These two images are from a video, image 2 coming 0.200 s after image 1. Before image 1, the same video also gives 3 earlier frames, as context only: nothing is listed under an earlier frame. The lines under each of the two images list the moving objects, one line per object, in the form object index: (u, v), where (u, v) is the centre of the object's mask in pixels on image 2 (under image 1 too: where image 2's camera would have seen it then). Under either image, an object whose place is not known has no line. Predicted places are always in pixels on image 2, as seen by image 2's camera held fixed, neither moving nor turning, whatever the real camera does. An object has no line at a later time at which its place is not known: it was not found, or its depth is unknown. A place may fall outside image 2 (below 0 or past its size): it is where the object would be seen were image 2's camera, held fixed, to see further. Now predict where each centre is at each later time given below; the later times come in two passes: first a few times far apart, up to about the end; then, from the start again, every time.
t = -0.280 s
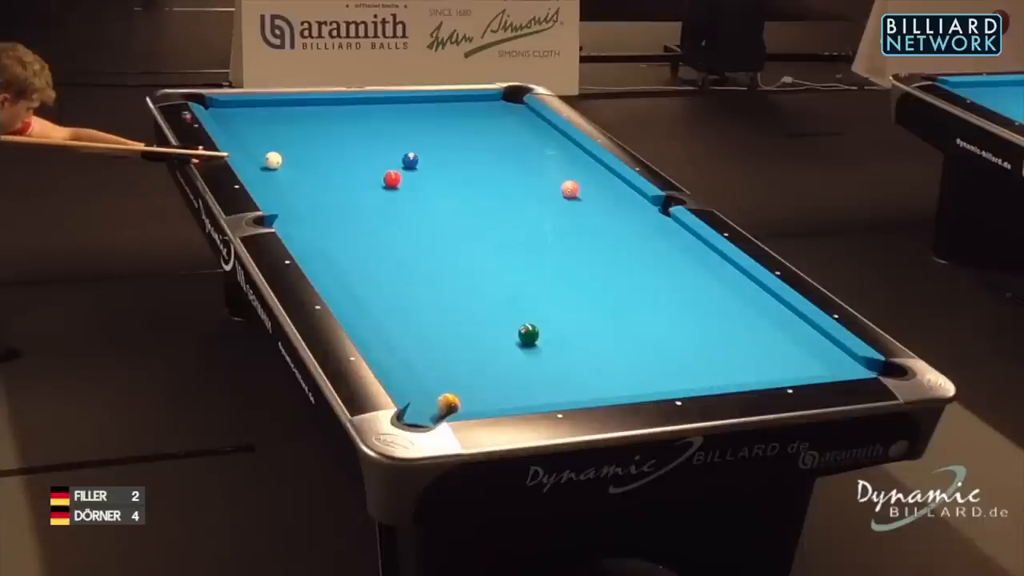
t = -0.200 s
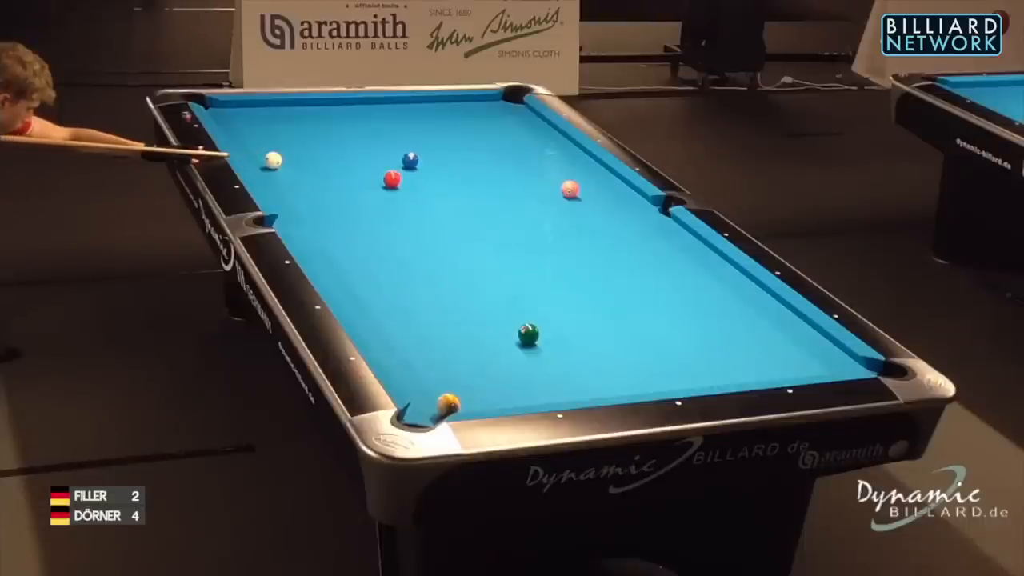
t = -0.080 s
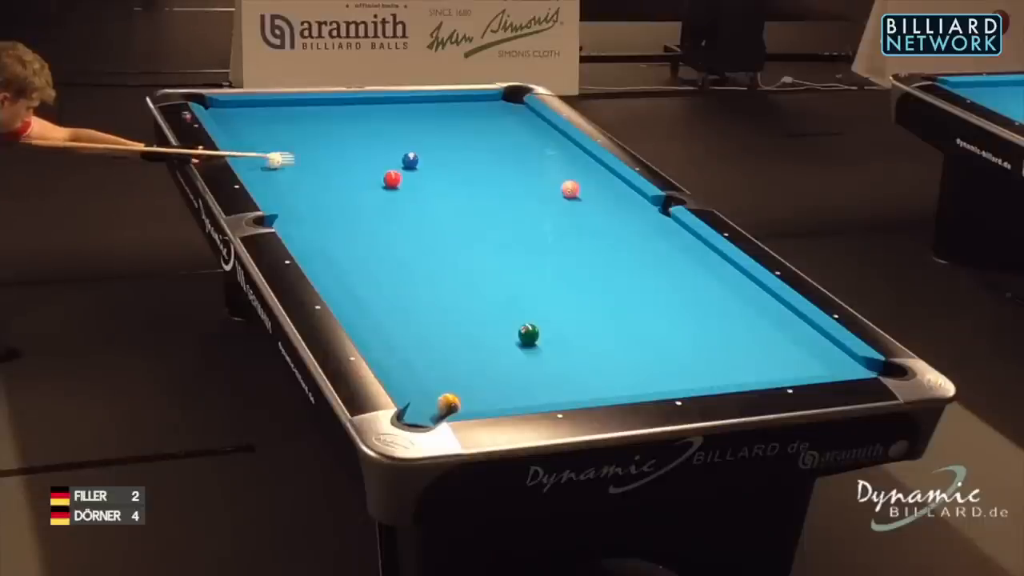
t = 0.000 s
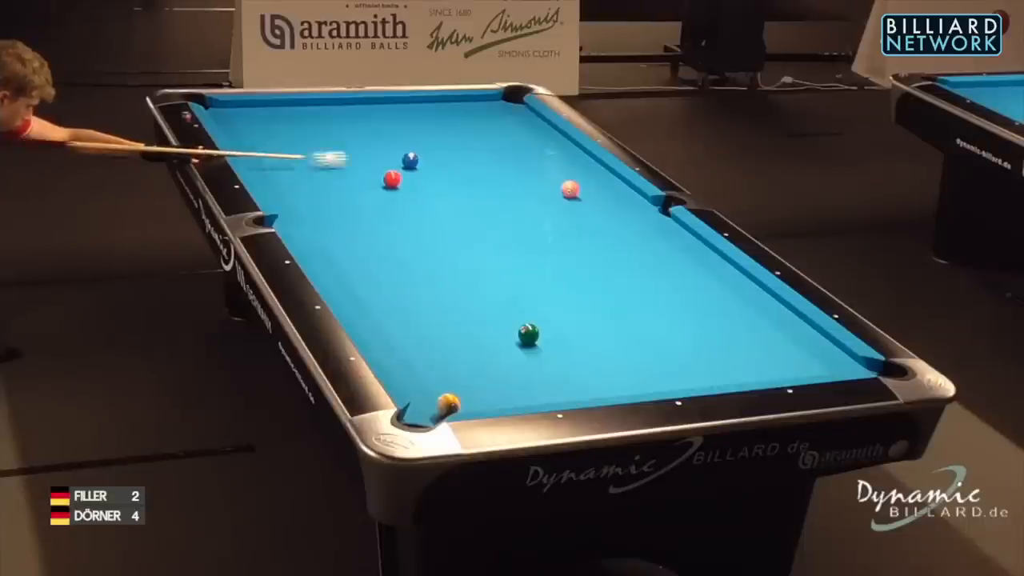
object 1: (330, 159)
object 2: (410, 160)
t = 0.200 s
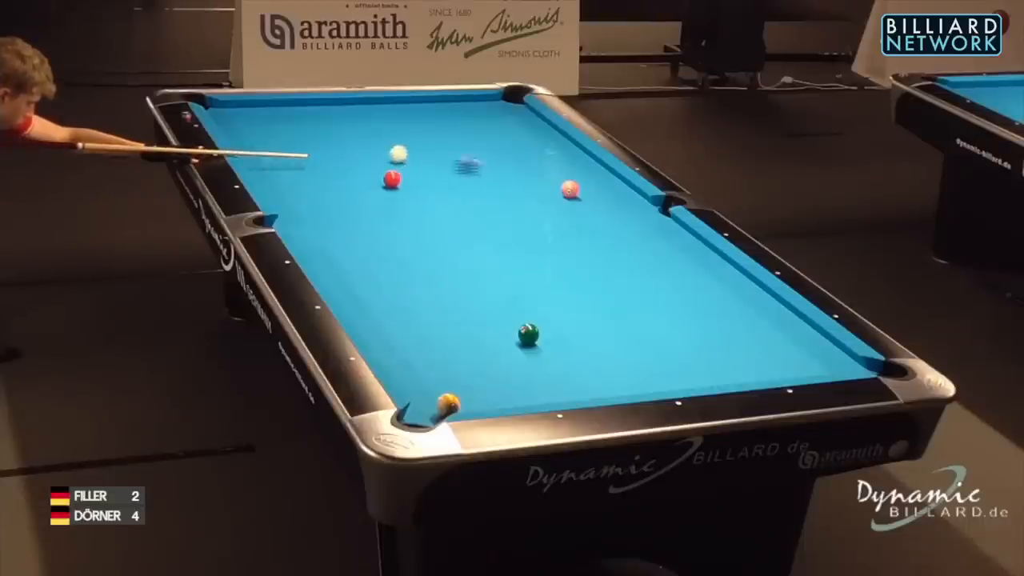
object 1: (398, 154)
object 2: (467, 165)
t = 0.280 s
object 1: (408, 150)
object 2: (508, 169)
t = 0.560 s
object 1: (453, 141)
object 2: (608, 176)
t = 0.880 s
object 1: (501, 131)
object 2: (548, 186)
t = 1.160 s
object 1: (539, 122)
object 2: (493, 190)
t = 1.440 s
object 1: (511, 117)
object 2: (440, 194)
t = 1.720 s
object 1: (475, 113)
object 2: (386, 199)
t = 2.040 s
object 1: (437, 108)
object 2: (326, 204)
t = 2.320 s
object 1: (405, 104)
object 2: (283, 208)
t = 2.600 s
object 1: (376, 101)
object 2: (314, 205)
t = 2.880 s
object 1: (360, 103)
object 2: (343, 203)
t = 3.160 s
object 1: (346, 105)
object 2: (370, 202)
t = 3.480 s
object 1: (333, 108)
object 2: (398, 200)
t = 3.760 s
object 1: (322, 110)
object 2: (420, 198)
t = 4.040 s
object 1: (313, 112)
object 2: (440, 197)
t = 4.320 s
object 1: (304, 114)
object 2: (458, 195)
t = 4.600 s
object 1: (296, 115)
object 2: (474, 194)
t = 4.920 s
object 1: (289, 116)
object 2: (490, 193)
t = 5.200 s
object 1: (285, 117)
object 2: (501, 192)
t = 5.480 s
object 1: (282, 118)
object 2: (512, 191)
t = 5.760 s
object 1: (280, 119)
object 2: (520, 191)
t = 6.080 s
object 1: (279, 119)
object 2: (527, 191)
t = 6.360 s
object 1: (279, 119)
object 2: (532, 190)
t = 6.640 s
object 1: (279, 119)
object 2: (535, 190)
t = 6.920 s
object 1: (279, 119)
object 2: (536, 190)
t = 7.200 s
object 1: (279, 119)
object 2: (536, 190)
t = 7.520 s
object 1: (279, 119)
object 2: (536, 190)
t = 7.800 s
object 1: (279, 119)
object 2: (536, 190)
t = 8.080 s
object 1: (279, 119)
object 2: (535, 190)
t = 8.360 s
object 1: (281, 120)
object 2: (536, 190)
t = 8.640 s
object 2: (536, 190)
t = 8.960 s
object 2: (536, 190)
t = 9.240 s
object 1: (279, 118)
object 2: (536, 190)
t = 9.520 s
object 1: (279, 118)
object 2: (536, 190)
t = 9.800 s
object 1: (279, 118)
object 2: (536, 190)
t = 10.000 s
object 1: (279, 118)
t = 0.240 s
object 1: (402, 152)
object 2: (489, 167)
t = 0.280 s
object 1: (408, 150)
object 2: (508, 169)
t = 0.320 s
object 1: (414, 149)
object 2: (526, 169)
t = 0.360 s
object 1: (421, 148)
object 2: (543, 171)
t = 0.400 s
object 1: (427, 146)
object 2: (560, 172)
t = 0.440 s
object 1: (434, 145)
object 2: (576, 173)
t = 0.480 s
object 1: (440, 144)
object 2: (594, 175)
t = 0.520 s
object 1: (447, 142)
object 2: (608, 175)
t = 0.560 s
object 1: (453, 141)
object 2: (608, 176)
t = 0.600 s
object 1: (459, 140)
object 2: (599, 178)
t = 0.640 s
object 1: (465, 138)
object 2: (591, 179)
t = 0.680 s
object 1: (471, 137)
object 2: (585, 180)
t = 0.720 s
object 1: (477, 136)
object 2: (580, 180)
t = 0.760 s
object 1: (483, 134)
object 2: (571, 178)
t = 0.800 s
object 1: (489, 133)
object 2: (560, 182)
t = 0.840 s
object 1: (495, 132)
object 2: (555, 185)
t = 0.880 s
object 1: (501, 131)
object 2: (548, 186)
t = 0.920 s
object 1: (507, 129)
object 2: (540, 186)
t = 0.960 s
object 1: (512, 128)
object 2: (532, 186)
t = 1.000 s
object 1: (518, 127)
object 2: (524, 187)
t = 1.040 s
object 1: (523, 126)
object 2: (517, 188)
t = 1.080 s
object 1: (528, 125)
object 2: (510, 189)
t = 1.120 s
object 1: (534, 124)
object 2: (502, 189)
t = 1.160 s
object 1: (539, 122)
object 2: (493, 190)
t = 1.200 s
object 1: (542, 121)
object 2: (486, 190)
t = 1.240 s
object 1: (537, 121)
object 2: (478, 191)
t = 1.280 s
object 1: (532, 120)
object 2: (471, 192)
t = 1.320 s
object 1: (527, 119)
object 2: (463, 192)
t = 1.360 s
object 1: (521, 118)
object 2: (455, 193)
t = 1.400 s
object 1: (515, 118)
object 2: (447, 194)
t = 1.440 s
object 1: (511, 117)
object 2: (440, 194)
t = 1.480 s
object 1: (506, 116)
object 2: (432, 195)
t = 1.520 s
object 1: (500, 116)
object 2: (425, 196)
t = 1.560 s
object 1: (495, 115)
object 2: (417, 196)
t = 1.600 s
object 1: (490, 115)
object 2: (409, 197)
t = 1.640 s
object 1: (485, 114)
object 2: (402, 199)
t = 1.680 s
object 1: (480, 113)
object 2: (394, 198)
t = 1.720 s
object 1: (475, 113)
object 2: (386, 199)
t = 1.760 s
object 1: (470, 112)
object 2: (379, 200)
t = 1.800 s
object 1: (465, 111)
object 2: (371, 200)
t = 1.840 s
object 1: (461, 111)
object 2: (363, 201)
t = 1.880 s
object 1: (456, 110)
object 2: (356, 202)
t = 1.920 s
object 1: (451, 110)
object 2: (348, 202)
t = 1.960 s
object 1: (446, 109)
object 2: (341, 202)
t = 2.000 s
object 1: (441, 109)
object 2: (334, 203)
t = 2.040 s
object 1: (437, 108)
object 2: (326, 204)
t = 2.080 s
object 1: (432, 107)
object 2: (318, 204)
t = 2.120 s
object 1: (428, 107)
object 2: (310, 205)
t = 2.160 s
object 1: (423, 106)
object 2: (303, 206)
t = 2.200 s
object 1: (419, 106)
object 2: (295, 207)
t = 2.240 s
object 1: (414, 105)
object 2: (288, 207)
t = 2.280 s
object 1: (409, 105)
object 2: (283, 207)
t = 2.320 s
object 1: (405, 104)
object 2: (283, 208)
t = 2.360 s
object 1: (401, 104)
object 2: (287, 207)
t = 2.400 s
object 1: (397, 103)
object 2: (292, 207)
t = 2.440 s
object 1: (392, 102)
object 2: (296, 206)
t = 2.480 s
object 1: (388, 102)
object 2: (301, 207)
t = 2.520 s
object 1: (384, 101)
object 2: (305, 206)
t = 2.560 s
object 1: (380, 101)
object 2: (310, 206)
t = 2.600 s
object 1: (376, 101)
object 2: (314, 205)
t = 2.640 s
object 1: (372, 100)
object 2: (318, 205)
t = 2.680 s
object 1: (370, 101)
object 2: (323, 204)
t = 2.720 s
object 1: (368, 101)
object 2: (327, 204)
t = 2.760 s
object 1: (366, 101)
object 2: (331, 204)
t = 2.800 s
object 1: (364, 102)
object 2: (335, 204)
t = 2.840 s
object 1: (362, 102)
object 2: (339, 203)
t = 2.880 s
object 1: (360, 103)
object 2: (343, 203)
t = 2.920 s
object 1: (358, 103)
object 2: (347, 203)
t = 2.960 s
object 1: (356, 103)
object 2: (351, 203)
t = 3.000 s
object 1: (354, 103)
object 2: (355, 203)
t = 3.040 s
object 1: (352, 104)
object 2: (359, 203)
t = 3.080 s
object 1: (350, 104)
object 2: (363, 202)
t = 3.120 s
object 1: (348, 104)
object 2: (367, 202)
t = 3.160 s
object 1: (346, 105)
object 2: (370, 202)
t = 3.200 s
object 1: (345, 105)
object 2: (374, 201)
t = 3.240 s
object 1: (343, 106)
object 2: (378, 201)
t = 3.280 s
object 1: (341, 106)
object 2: (381, 201)
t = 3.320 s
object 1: (340, 106)
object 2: (384, 201)
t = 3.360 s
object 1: (338, 107)
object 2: (388, 201)
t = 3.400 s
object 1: (336, 107)
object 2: (391, 200)
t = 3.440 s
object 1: (335, 108)
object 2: (395, 200)
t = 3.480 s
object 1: (333, 108)
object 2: (398, 200)
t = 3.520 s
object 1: (332, 108)
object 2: (401, 200)
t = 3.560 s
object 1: (330, 108)
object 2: (405, 199)
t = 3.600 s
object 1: (328, 109)
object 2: (408, 199)
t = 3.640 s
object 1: (327, 109)
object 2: (411, 199)
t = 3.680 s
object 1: (325, 109)
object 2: (414, 199)
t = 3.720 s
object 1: (324, 110)
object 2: (417, 198)
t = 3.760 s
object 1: (322, 110)
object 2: (420, 198)
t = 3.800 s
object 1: (321, 110)
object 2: (423, 198)
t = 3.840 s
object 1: (319, 110)
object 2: (426, 197)
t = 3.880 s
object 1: (318, 111)
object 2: (429, 197)
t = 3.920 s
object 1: (316, 111)
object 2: (432, 197)
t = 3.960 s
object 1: (315, 111)
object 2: (434, 196)
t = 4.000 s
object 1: (314, 112)
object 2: (437, 196)
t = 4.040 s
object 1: (313, 112)
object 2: (440, 197)
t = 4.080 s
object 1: (311, 112)
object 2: (443, 196)
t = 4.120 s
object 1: (310, 112)
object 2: (445, 196)
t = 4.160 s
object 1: (309, 113)
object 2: (448, 195)
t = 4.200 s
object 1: (307, 113)
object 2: (451, 196)
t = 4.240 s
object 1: (306, 113)
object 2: (453, 196)
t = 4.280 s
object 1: (305, 113)
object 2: (456, 195)
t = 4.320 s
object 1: (304, 114)
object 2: (458, 195)
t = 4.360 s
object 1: (302, 114)
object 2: (461, 195)
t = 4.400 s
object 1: (301, 114)
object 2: (463, 195)
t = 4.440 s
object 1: (300, 114)
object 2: (465, 195)
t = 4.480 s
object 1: (299, 114)
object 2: (468, 194)
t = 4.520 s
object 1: (298, 115)
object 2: (470, 194)
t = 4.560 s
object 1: (297, 115)
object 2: (472, 194)
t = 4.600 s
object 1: (296, 115)
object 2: (474, 194)
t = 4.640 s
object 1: (295, 115)
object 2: (476, 194)
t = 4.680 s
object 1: (294, 115)
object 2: (478, 194)
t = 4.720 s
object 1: (293, 115)
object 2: (480, 194)
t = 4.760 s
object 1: (293, 116)
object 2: (482, 193)
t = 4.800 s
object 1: (292, 116)
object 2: (484, 193)
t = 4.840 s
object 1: (291, 116)
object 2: (486, 193)
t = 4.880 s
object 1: (290, 116)
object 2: (488, 193)
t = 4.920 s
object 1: (289, 116)
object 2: (490, 193)
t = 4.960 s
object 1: (289, 117)
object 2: (491, 193)
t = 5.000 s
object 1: (288, 117)
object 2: (493, 193)
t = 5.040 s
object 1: (288, 117)
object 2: (495, 192)
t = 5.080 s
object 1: (287, 117)
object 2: (496, 192)
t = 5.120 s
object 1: (286, 117)
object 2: (498, 192)
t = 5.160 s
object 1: (285, 117)
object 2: (500, 192)
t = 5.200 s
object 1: (285, 117)
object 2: (501, 192)
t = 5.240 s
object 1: (284, 117)
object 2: (503, 192)
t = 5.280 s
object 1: (284, 118)
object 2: (504, 192)
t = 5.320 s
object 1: (284, 118)
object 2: (506, 192)
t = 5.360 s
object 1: (283, 118)
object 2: (507, 192)
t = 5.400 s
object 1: (283, 118)
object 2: (509, 191)
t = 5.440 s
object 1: (282, 118)
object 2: (510, 191)
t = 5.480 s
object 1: (282, 118)
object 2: (512, 191)
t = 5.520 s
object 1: (282, 118)
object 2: (513, 191)
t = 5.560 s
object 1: (281, 118)
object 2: (514, 191)
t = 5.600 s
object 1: (281, 118)
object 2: (516, 191)
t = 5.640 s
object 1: (281, 118)
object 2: (517, 191)
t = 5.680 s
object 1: (280, 118)
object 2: (518, 191)
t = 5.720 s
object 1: (280, 118)
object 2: (519, 191)
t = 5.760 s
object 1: (280, 119)
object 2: (520, 191)
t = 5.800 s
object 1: (280, 118)
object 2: (521, 191)
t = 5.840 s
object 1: (279, 118)
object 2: (522, 190)
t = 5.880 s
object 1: (280, 118)
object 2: (523, 191)
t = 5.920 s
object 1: (280, 118)
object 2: (524, 191)
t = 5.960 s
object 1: (279, 118)
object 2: (525, 190)
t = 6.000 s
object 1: (279, 119)
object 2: (526, 191)
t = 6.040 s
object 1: (279, 118)
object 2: (526, 191)
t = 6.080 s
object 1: (279, 119)
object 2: (527, 191)
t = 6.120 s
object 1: (279, 118)
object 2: (528, 190)
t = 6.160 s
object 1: (279, 118)
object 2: (529, 191)
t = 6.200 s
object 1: (279, 119)
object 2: (529, 190)
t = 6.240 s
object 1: (279, 119)
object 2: (530, 190)
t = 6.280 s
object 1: (279, 119)
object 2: (531, 190)
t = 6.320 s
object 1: (279, 119)
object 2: (531, 190)
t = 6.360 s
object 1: (279, 119)
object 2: (532, 190)
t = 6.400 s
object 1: (279, 119)
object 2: (532, 190)
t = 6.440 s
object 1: (279, 119)
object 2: (533, 190)
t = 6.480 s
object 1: (279, 119)
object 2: (533, 190)
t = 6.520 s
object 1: (279, 119)
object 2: (533, 190)
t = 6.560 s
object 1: (279, 119)
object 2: (534, 190)
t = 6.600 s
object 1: (279, 119)
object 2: (534, 190)
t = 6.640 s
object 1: (279, 119)
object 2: (535, 190)
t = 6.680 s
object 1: (279, 119)
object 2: (535, 190)
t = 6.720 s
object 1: (279, 119)
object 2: (535, 190)
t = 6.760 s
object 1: (279, 119)
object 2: (535, 190)
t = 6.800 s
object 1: (279, 119)
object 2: (536, 190)
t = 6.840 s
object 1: (279, 119)
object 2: (536, 190)
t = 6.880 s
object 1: (279, 119)
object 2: (536, 190)
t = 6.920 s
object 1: (279, 119)
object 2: (536, 190)
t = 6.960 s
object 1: (279, 119)
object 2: (536, 190)
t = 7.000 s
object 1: (279, 119)
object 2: (536, 190)
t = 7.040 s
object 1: (279, 119)
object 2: (536, 190)
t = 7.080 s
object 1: (279, 119)
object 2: (536, 190)
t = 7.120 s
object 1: (279, 119)
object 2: (536, 190)
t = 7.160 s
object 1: (279, 119)
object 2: (536, 190)
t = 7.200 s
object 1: (279, 119)
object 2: (536, 190)
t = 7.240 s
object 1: (279, 119)
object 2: (536, 190)
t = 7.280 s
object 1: (279, 119)
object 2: (536, 190)
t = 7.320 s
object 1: (279, 119)
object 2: (536, 190)
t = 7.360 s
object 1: (279, 119)
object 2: (536, 190)
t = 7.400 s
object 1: (279, 119)
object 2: (536, 190)
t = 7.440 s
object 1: (279, 119)
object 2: (536, 190)
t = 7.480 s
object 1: (279, 119)
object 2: (536, 190)
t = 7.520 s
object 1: (279, 119)
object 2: (536, 190)
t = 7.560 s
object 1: (279, 119)
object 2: (536, 190)
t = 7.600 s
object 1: (279, 119)
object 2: (535, 190)
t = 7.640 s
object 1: (279, 119)
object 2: (535, 190)
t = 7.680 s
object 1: (279, 119)
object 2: (535, 190)
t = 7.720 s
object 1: (279, 119)
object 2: (535, 190)
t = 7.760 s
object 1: (279, 119)
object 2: (536, 190)
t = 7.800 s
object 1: (279, 119)
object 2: (536, 190)
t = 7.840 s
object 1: (279, 119)
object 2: (536, 190)
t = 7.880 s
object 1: (279, 119)
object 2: (536, 190)
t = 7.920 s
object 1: (279, 119)
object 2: (536, 190)
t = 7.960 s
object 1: (279, 119)
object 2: (536, 190)
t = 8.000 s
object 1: (279, 119)
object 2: (536, 190)
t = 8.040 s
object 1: (279, 119)
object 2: (535, 190)
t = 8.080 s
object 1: (279, 119)
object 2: (535, 190)
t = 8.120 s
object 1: (279, 119)
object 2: (536, 190)
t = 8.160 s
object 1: (279, 119)
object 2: (536, 190)
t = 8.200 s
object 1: (279, 119)
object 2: (536, 190)
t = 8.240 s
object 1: (279, 119)
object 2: (536, 190)
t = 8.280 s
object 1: (279, 119)
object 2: (536, 190)
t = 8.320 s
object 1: (279, 119)
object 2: (536, 190)
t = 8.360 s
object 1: (281, 120)
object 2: (536, 190)
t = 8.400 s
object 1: (282, 122)
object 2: (536, 190)
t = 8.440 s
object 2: (536, 190)
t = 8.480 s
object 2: (536, 190)
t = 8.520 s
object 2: (536, 190)
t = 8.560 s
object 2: (536, 190)
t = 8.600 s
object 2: (536, 190)
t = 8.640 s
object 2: (536, 190)
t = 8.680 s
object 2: (536, 190)
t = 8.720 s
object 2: (536, 190)
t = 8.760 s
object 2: (536, 190)
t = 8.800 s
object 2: (536, 190)
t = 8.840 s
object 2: (536, 190)
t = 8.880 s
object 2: (536, 190)
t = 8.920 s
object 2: (536, 190)
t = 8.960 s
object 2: (536, 190)
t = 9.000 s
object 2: (536, 190)
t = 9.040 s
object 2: (536, 190)
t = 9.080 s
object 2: (536, 190)
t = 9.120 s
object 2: (536, 190)
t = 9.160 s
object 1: (278, 115)
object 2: (536, 190)
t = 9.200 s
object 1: (279, 118)
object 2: (536, 190)
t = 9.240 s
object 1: (279, 118)
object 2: (536, 190)
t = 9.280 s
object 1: (279, 118)
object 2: (536, 190)
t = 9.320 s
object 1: (279, 118)
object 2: (536, 190)
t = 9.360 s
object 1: (279, 118)
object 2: (536, 190)
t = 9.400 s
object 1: (279, 118)
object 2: (536, 190)
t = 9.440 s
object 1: (279, 118)
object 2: (536, 190)
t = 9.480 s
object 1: (279, 118)
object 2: (536, 190)
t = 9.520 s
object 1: (279, 118)
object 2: (536, 190)
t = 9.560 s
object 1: (279, 118)
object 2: (536, 190)
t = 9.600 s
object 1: (279, 118)
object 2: (536, 190)
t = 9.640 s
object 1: (279, 118)
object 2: (536, 190)
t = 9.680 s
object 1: (279, 118)
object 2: (536, 190)
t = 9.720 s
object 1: (279, 118)
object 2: (536, 190)
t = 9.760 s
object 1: (279, 118)
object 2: (536, 190)
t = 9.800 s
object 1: (279, 118)
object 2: (536, 190)
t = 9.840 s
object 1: (279, 118)
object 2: (536, 190)
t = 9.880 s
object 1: (279, 118)
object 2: (536, 190)
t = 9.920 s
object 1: (279, 118)
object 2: (537, 190)
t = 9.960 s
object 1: (279, 118)
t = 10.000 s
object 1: (279, 118)
